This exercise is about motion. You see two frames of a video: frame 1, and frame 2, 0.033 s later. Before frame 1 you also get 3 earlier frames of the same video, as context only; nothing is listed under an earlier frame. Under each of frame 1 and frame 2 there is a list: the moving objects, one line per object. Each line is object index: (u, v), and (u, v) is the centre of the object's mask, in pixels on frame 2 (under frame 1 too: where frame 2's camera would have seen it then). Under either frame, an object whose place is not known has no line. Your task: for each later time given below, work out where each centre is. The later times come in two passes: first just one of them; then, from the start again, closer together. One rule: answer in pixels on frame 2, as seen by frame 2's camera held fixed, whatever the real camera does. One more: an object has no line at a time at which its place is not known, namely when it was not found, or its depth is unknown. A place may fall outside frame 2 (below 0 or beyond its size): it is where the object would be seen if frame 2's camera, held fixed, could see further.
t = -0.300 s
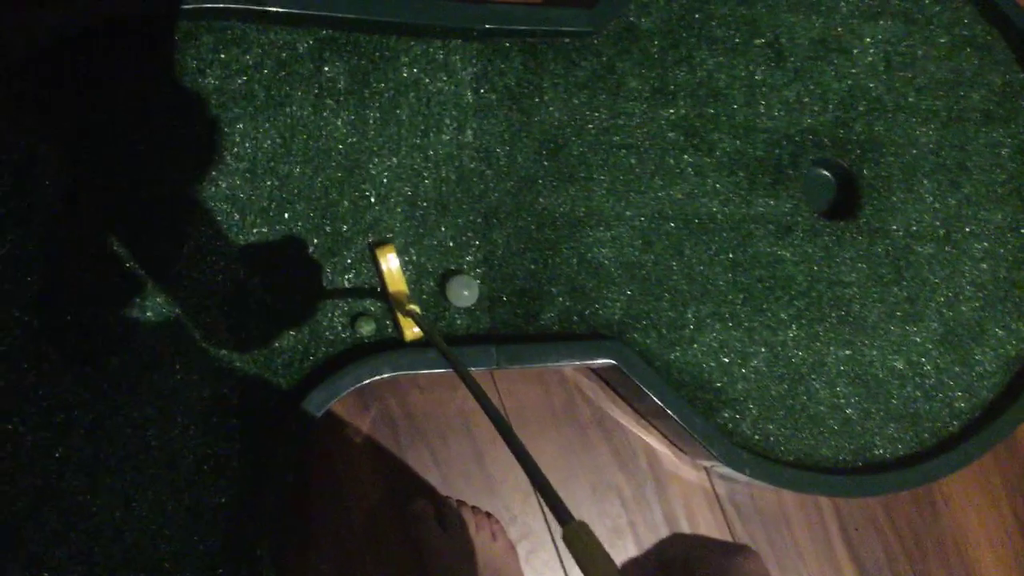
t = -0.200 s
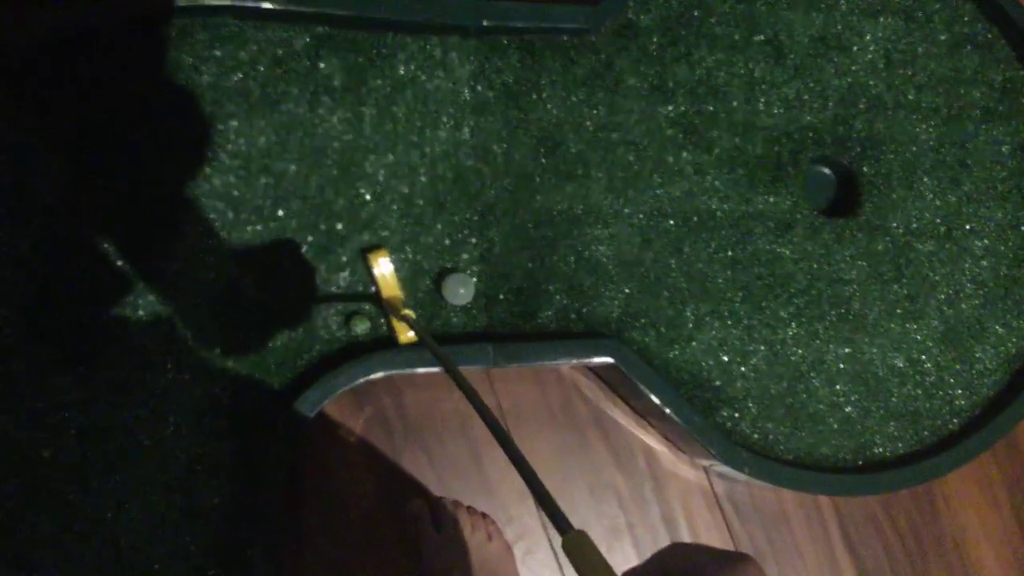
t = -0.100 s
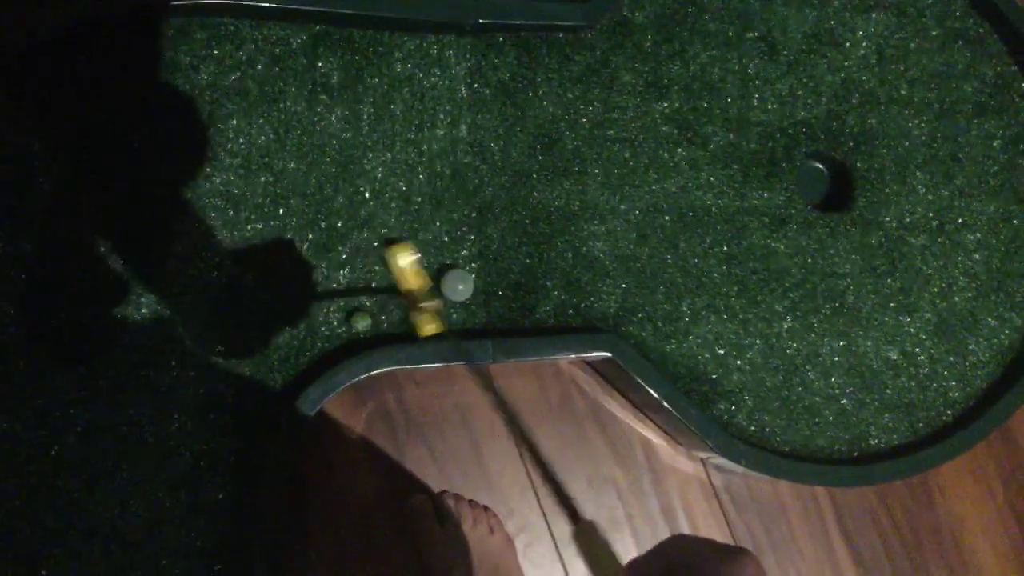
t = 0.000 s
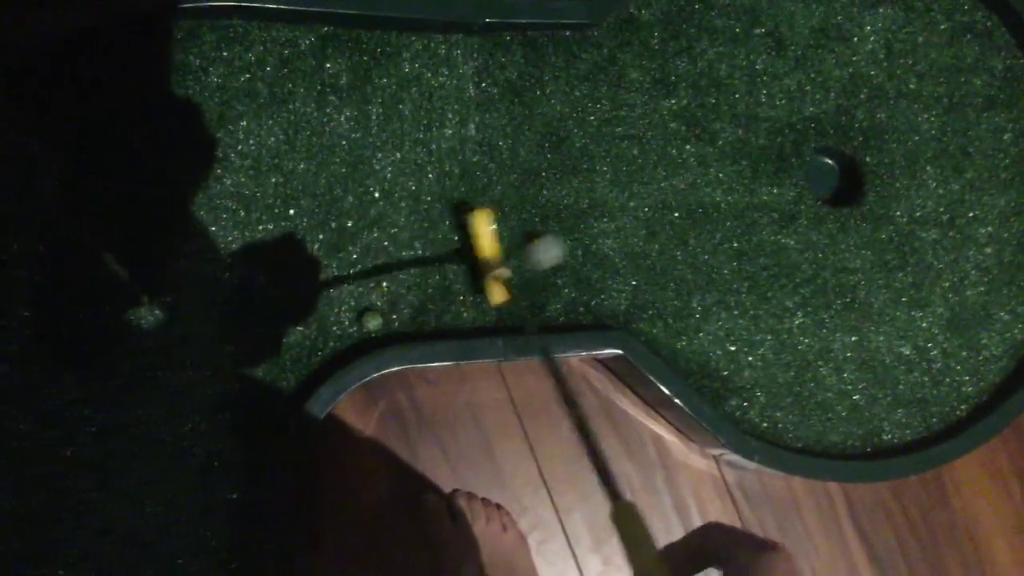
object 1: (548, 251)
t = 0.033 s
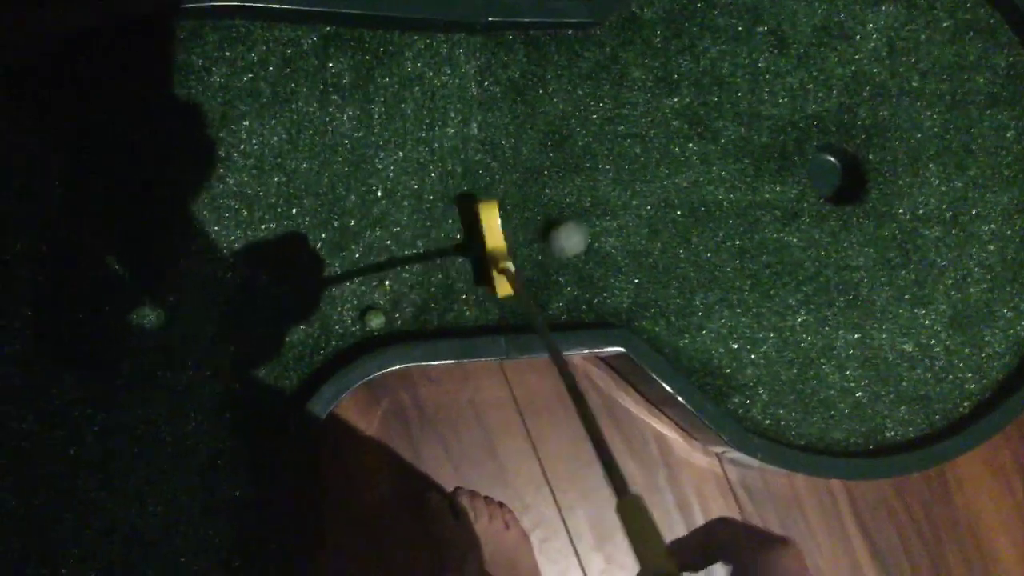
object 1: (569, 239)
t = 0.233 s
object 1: (666, 210)
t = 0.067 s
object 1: (584, 231)
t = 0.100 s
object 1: (600, 224)
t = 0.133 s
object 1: (616, 218)
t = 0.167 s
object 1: (633, 215)
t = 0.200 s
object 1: (650, 212)
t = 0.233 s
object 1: (666, 210)
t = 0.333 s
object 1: (713, 207)
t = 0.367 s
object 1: (729, 205)
